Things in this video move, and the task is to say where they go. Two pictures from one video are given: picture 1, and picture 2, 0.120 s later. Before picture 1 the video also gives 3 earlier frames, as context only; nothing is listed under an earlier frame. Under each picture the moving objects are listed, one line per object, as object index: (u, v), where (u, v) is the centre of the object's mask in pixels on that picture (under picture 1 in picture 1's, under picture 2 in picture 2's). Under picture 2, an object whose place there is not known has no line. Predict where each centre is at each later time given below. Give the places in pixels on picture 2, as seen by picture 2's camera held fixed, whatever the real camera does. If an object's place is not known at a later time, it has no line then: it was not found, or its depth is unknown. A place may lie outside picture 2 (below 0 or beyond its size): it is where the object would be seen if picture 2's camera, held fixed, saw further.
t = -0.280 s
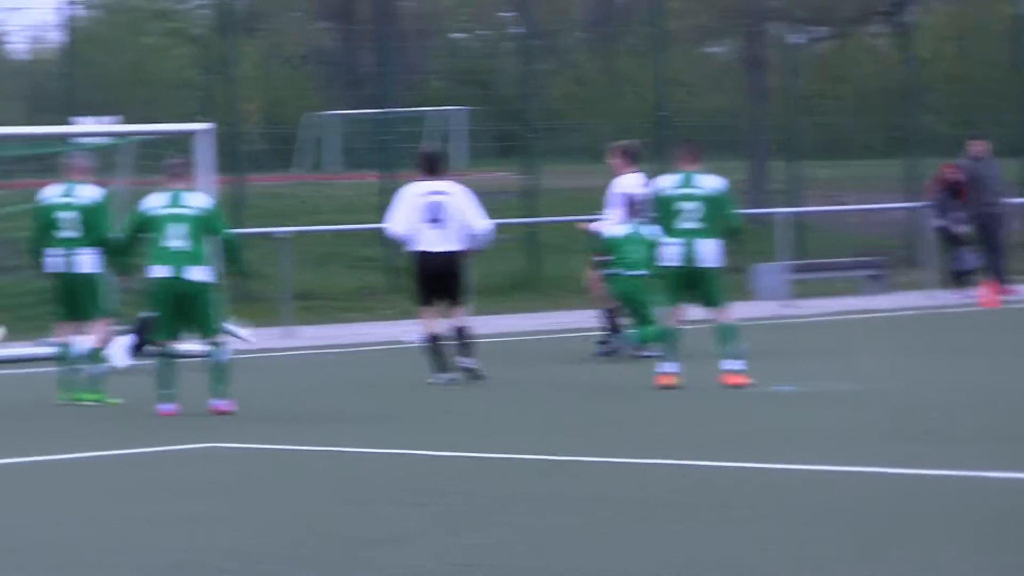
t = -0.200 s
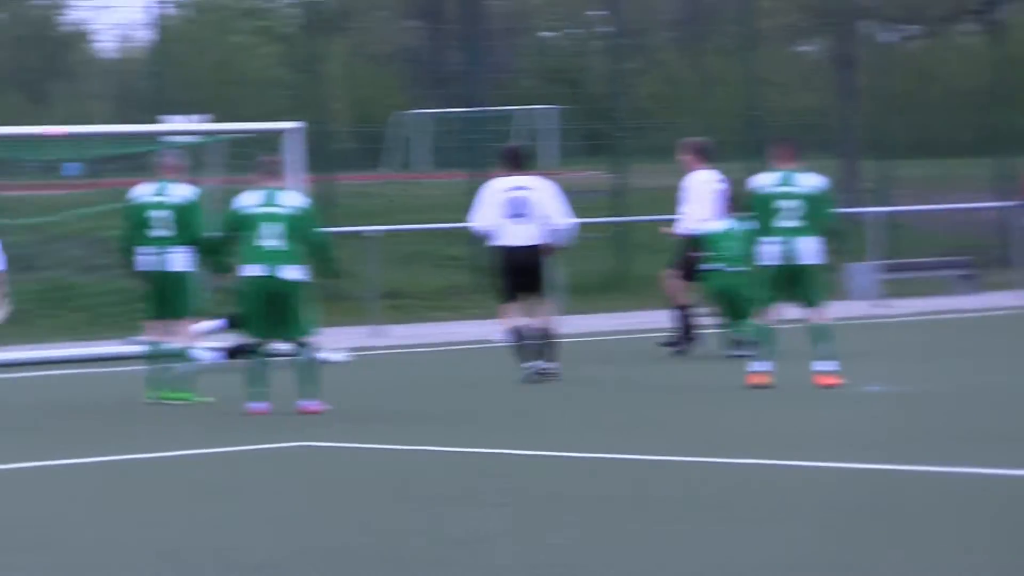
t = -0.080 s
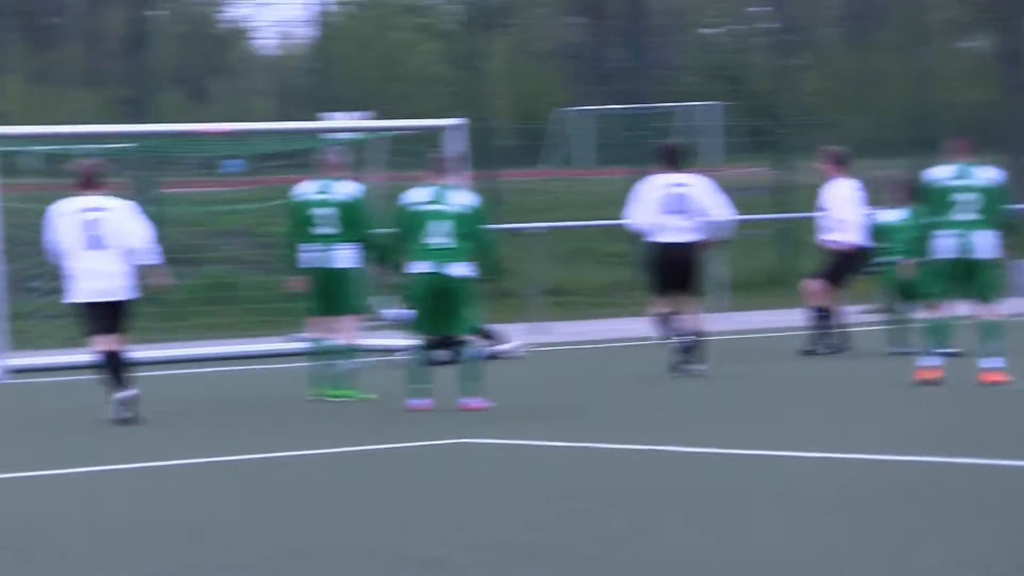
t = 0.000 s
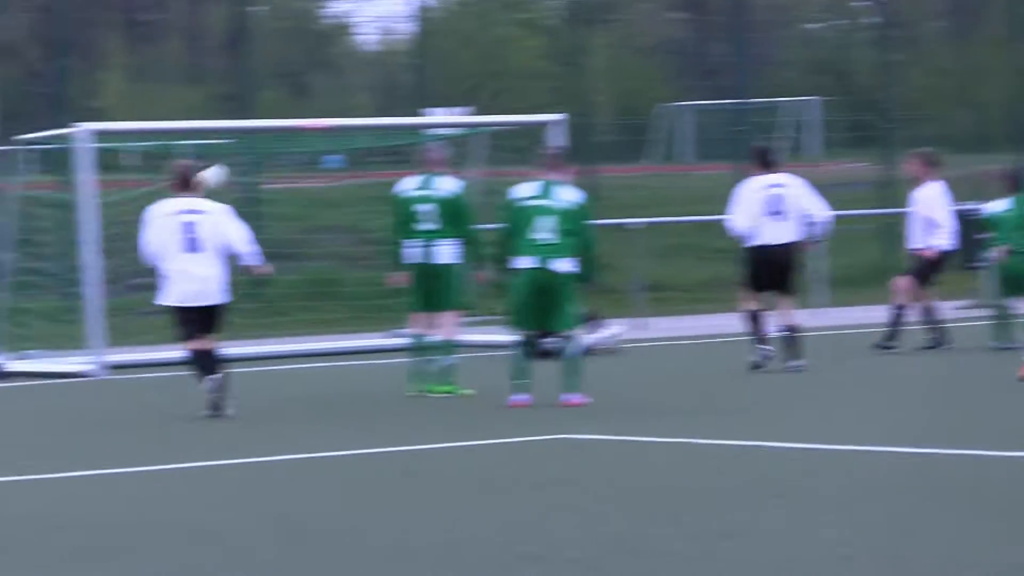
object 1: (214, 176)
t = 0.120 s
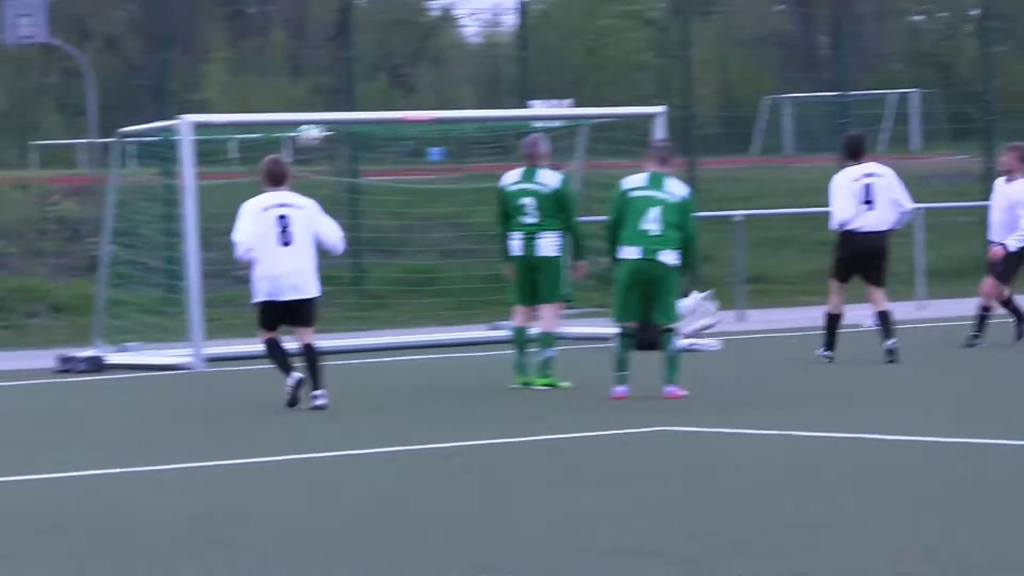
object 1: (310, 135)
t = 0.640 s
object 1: (326, 212)
